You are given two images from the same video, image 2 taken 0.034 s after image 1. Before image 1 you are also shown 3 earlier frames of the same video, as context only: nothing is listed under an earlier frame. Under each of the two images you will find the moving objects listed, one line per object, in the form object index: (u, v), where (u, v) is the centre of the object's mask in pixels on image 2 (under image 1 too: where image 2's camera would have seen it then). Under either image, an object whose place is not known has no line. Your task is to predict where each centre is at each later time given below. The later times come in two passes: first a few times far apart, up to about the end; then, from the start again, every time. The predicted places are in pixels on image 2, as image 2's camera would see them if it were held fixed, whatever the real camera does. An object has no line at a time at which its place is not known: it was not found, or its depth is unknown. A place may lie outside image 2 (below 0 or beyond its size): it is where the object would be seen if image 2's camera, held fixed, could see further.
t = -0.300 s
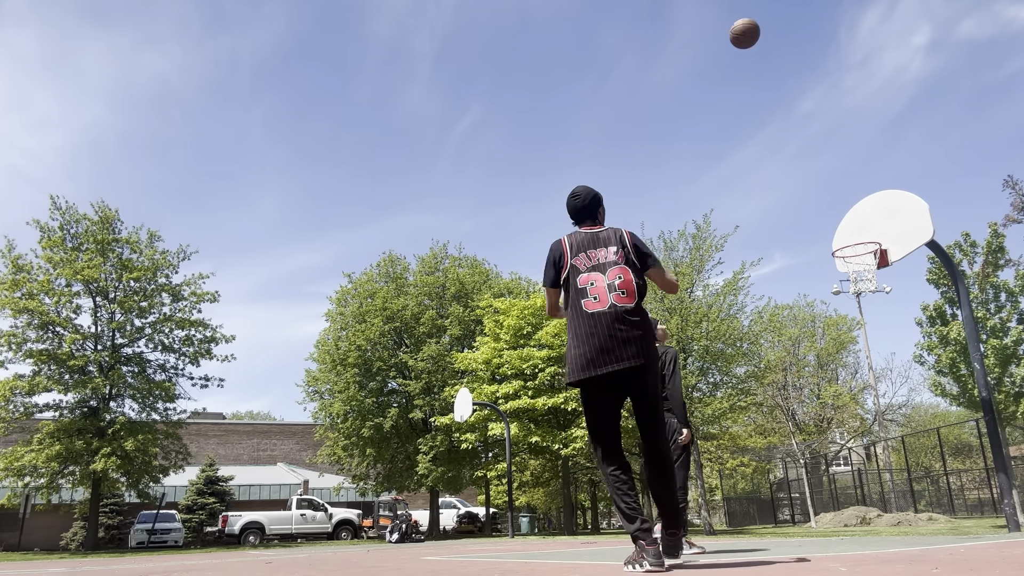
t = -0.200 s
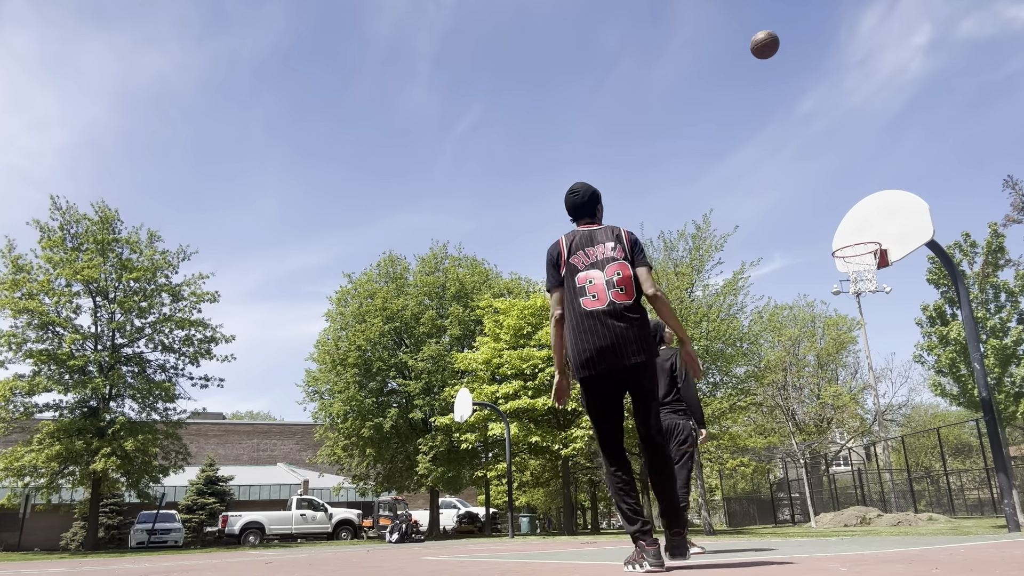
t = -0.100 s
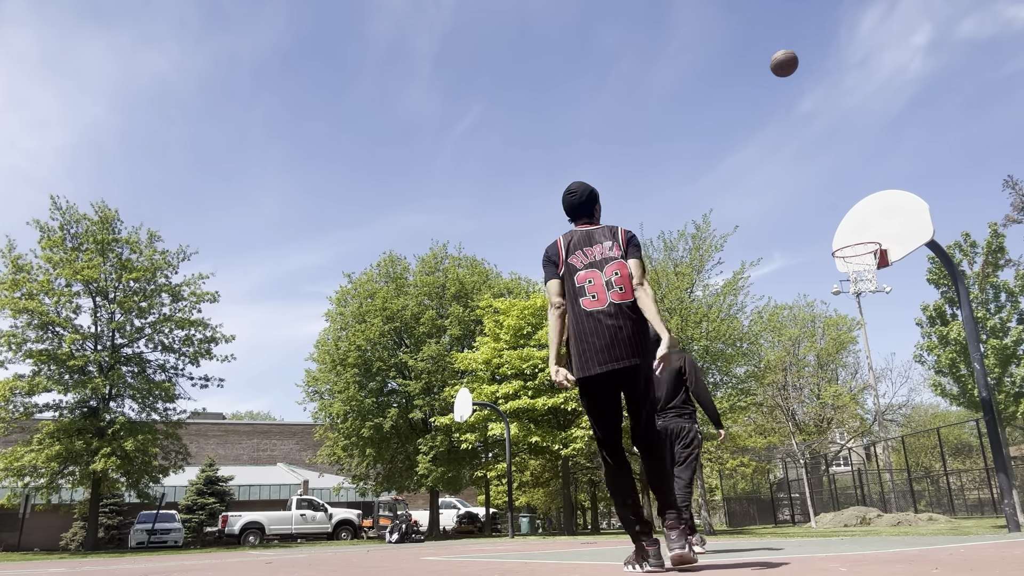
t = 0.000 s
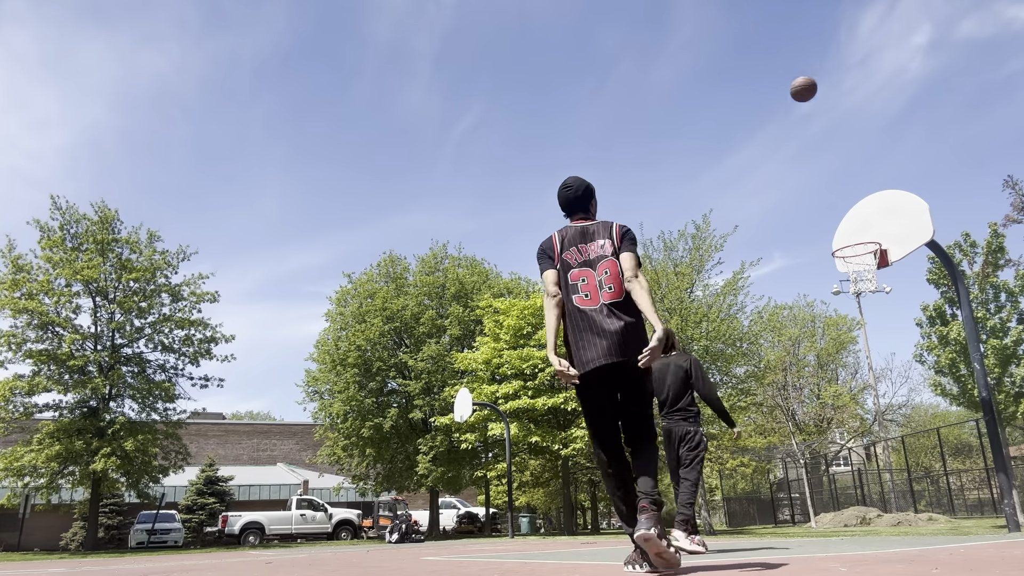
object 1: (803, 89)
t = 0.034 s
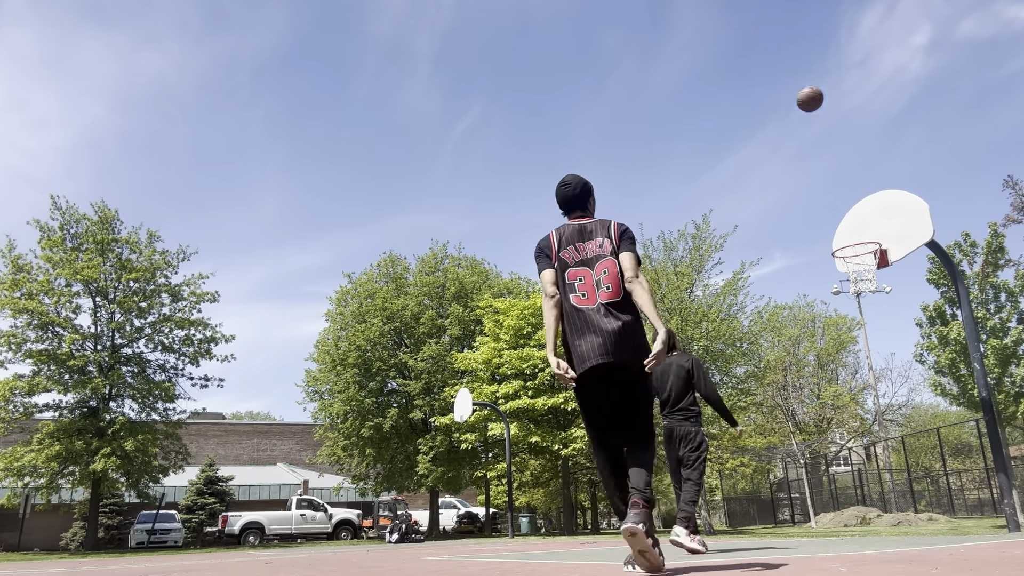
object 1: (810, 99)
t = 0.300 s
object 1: (862, 205)
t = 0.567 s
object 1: (873, 208)
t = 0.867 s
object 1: (840, 219)
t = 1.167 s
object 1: (809, 259)
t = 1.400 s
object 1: (789, 325)
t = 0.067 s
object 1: (816, 110)
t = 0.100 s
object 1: (823, 122)
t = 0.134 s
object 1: (829, 134)
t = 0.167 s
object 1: (836, 146)
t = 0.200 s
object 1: (842, 160)
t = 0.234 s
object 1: (849, 174)
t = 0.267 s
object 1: (856, 189)
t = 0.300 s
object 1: (862, 205)
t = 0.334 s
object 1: (869, 221)
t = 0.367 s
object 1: (875, 233)
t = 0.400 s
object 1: (875, 226)
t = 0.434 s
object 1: (875, 221)
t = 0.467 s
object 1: (875, 217)
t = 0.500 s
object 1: (876, 214)
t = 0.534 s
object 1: (877, 212)
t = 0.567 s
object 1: (873, 208)
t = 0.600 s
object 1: (869, 206)
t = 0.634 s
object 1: (865, 204)
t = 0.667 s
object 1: (861, 204)
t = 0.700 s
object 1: (857, 204)
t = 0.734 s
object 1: (853, 205)
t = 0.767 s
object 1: (850, 207)
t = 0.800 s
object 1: (846, 210)
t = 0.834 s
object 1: (843, 214)
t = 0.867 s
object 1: (840, 219)
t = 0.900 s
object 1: (837, 225)
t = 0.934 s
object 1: (834, 232)
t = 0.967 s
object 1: (832, 240)
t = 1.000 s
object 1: (827, 241)
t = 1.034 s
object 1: (824, 243)
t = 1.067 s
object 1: (820, 245)
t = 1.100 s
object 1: (816, 249)
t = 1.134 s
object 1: (813, 253)
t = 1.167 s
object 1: (809, 259)
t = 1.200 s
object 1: (806, 265)
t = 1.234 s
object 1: (803, 273)
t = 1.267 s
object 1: (800, 281)
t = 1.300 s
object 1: (798, 291)
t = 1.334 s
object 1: (794, 301)
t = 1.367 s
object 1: (792, 313)
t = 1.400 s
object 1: (789, 325)
